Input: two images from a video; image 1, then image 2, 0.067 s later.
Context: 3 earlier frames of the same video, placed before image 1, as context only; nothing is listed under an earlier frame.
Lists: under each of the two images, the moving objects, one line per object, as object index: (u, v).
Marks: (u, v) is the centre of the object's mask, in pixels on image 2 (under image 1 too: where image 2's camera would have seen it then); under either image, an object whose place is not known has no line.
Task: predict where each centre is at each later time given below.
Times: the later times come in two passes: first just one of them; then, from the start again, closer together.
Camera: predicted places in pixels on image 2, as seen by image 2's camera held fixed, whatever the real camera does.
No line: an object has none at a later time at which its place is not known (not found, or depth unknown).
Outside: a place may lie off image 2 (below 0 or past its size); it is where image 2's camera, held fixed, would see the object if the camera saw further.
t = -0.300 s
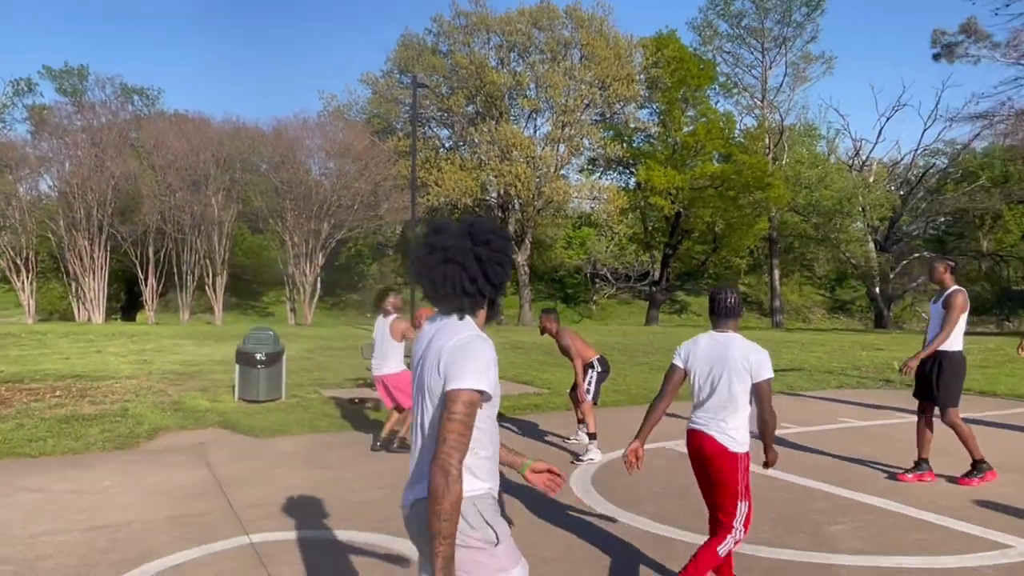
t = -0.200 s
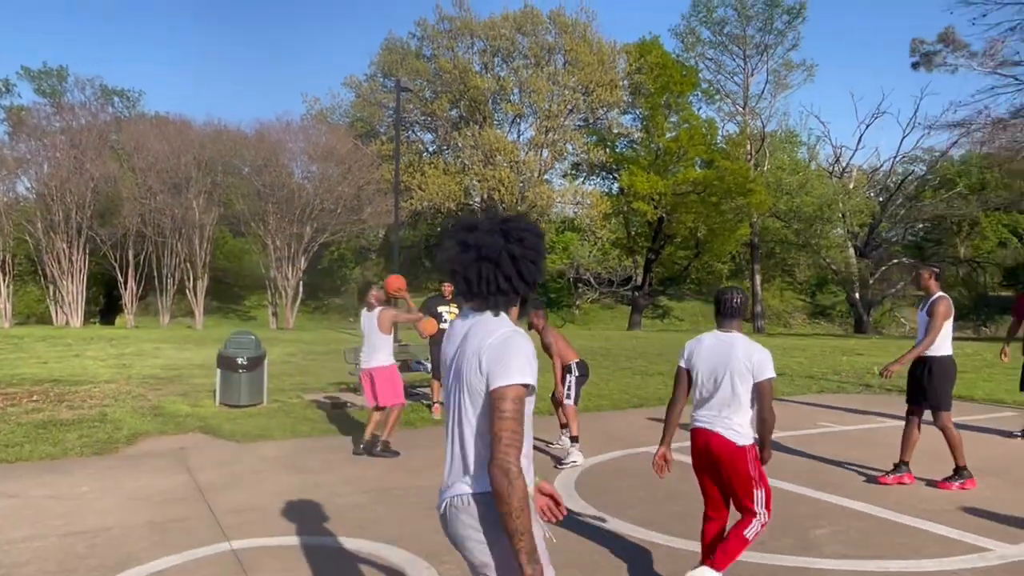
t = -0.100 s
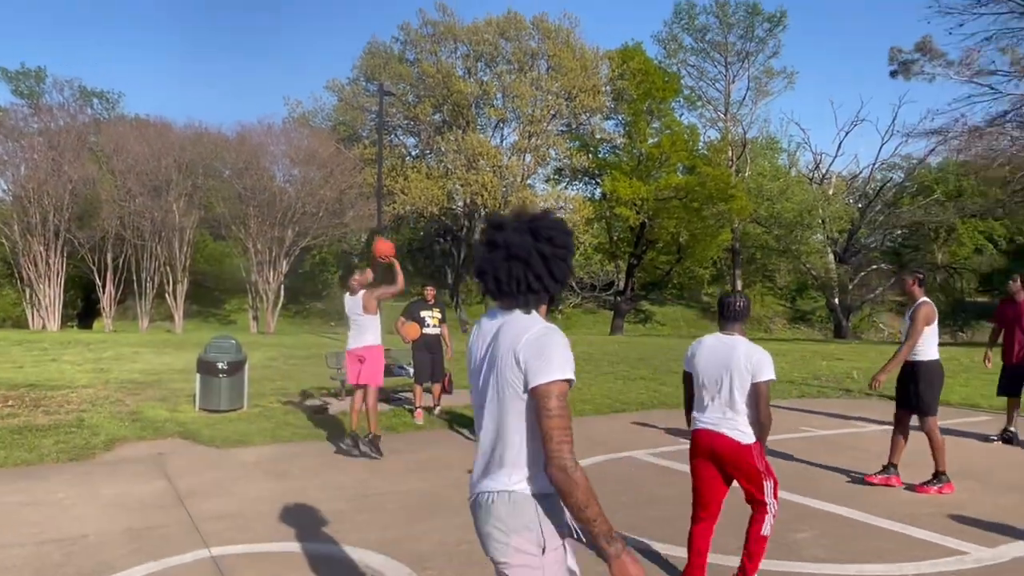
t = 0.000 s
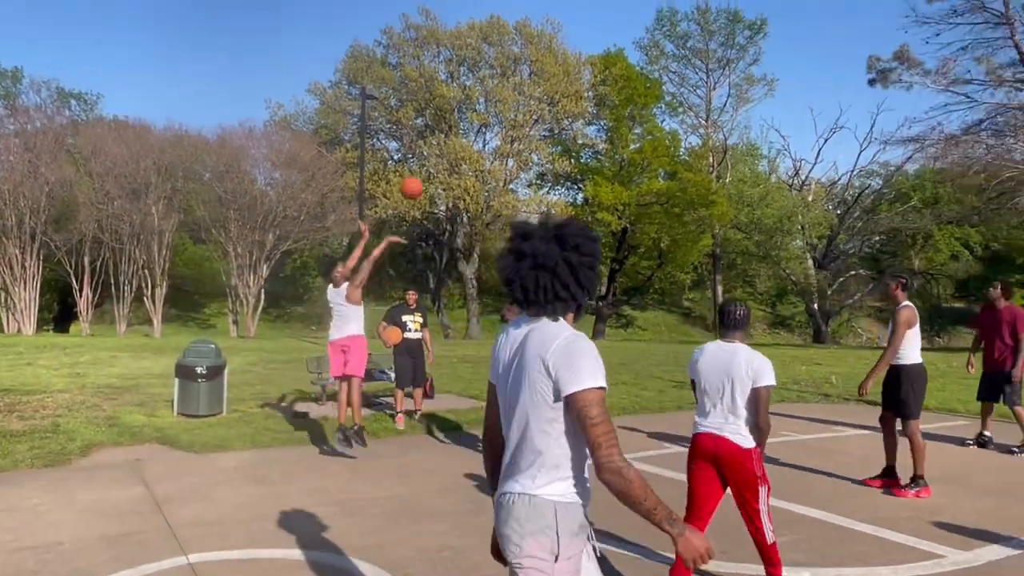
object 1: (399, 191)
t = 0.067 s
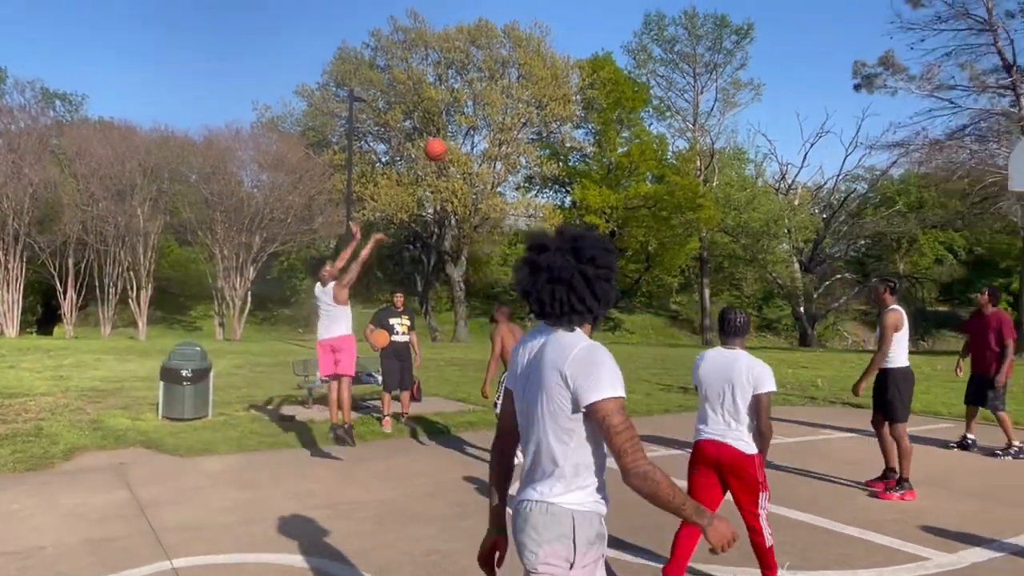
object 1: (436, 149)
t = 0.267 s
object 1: (543, 53)
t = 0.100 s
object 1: (454, 130)
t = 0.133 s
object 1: (472, 113)
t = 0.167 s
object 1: (490, 96)
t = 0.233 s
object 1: (525, 66)
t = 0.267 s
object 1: (543, 53)
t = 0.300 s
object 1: (560, 41)
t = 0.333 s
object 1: (577, 31)
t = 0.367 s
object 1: (595, 21)
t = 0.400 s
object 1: (612, 12)
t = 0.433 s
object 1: (630, 4)
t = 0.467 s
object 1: (647, -2)
